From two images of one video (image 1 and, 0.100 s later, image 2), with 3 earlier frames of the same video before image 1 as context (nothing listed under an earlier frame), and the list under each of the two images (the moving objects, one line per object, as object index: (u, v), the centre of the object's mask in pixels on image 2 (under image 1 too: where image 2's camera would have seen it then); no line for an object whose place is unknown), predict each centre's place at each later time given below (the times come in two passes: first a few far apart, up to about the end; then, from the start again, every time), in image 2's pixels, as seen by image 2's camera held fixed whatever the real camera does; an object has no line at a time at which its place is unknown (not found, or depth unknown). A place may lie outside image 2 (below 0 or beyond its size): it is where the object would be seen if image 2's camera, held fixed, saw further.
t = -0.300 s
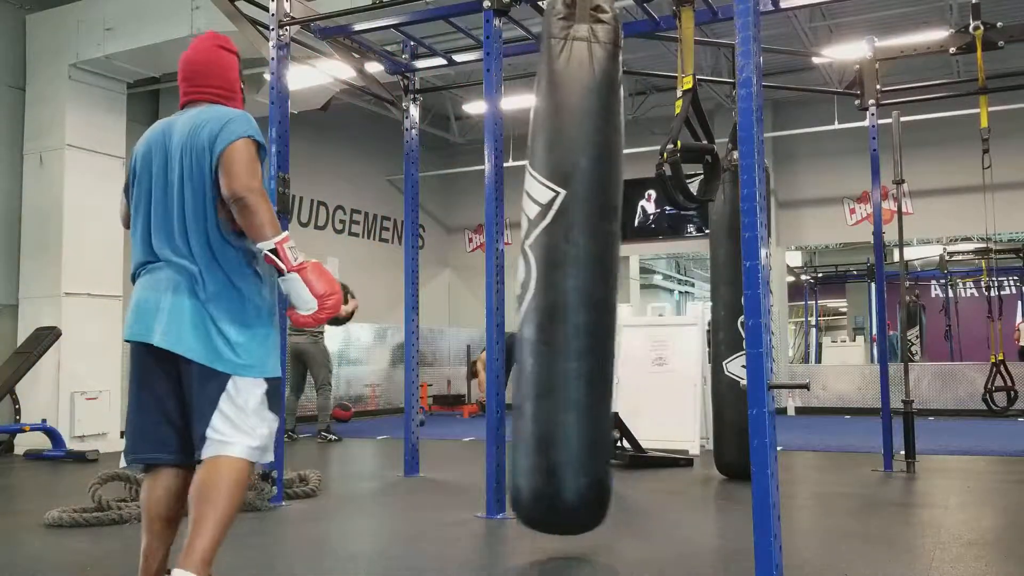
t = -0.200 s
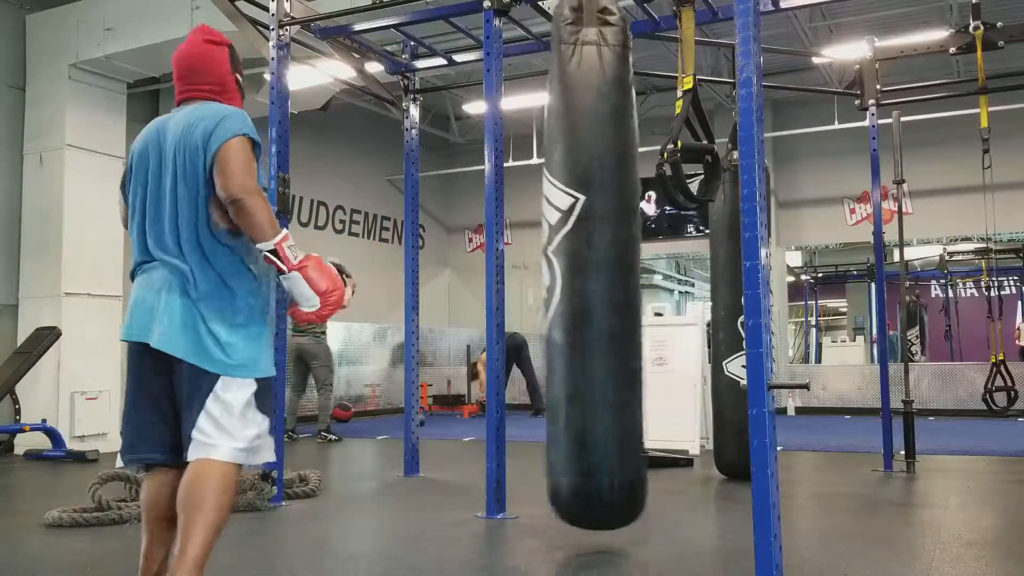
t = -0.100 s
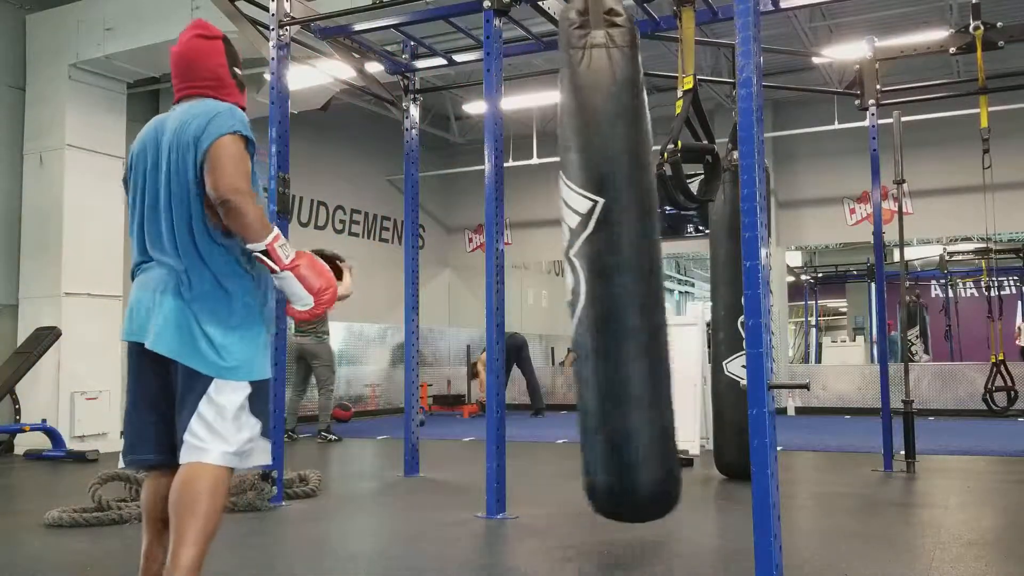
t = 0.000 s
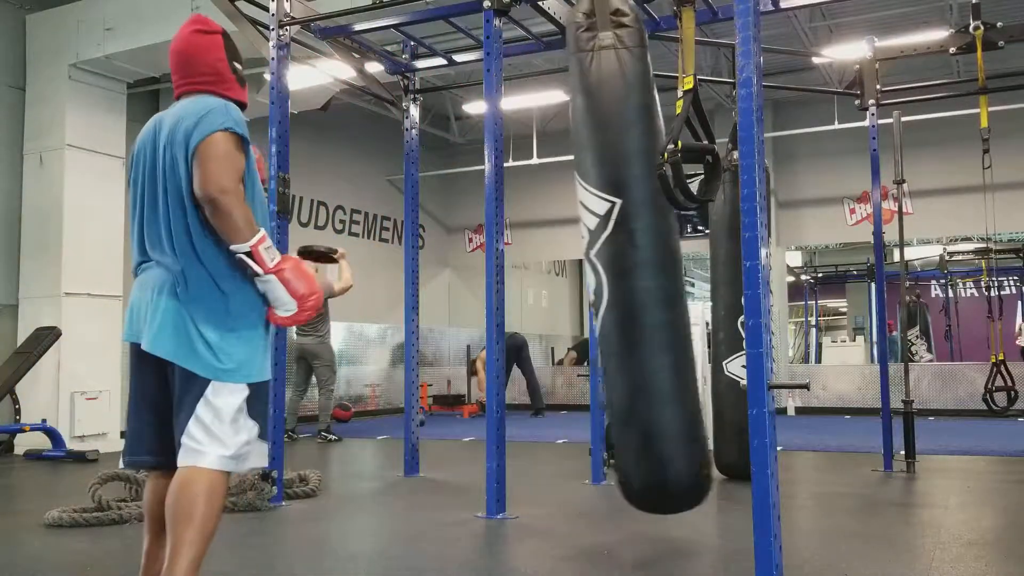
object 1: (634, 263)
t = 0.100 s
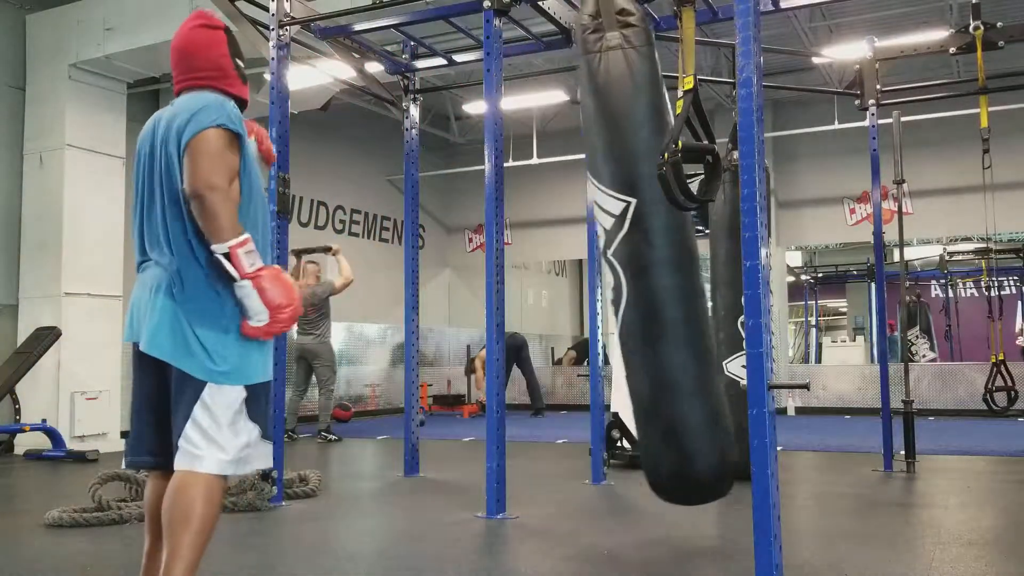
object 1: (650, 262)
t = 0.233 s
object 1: (665, 254)
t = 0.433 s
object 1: (671, 246)
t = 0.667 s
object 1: (666, 264)
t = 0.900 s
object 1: (632, 276)
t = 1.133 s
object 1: (576, 279)
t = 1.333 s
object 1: (527, 276)
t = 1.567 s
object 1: (490, 268)
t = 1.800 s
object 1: (488, 268)
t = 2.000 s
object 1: (514, 274)
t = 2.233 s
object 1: (566, 272)
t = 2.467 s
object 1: (618, 263)
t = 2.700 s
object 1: (659, 257)
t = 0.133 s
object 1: (655, 260)
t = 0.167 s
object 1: (660, 259)
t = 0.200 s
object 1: (662, 256)
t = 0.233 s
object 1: (665, 254)
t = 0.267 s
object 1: (666, 252)
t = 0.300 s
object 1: (668, 249)
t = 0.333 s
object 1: (669, 248)
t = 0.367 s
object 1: (670, 246)
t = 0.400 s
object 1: (670, 246)
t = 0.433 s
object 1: (671, 246)
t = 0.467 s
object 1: (671, 246)
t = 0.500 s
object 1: (671, 248)
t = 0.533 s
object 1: (670, 250)
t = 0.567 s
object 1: (670, 253)
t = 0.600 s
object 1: (669, 256)
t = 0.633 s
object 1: (667, 260)
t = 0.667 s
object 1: (666, 264)
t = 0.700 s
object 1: (663, 267)
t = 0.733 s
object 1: (660, 271)
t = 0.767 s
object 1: (654, 273)
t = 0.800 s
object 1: (650, 274)
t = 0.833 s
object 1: (645, 275)
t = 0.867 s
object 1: (639, 276)
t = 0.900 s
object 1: (632, 276)
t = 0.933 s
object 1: (624, 277)
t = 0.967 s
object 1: (617, 277)
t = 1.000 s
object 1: (609, 277)
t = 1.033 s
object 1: (601, 278)
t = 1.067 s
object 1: (593, 278)
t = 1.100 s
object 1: (584, 279)
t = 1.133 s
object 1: (576, 279)
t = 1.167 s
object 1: (568, 279)
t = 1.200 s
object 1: (559, 278)
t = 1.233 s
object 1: (551, 277)
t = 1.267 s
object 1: (542, 277)
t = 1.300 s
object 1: (534, 276)
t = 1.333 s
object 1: (527, 276)
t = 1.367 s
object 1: (520, 273)
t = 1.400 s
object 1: (513, 273)
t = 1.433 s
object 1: (507, 272)
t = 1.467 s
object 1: (502, 271)
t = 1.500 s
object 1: (497, 270)
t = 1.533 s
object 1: (493, 269)
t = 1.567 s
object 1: (490, 268)
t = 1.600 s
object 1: (488, 267)
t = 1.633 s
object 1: (485, 268)
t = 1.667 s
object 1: (485, 267)
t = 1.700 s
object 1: (485, 268)
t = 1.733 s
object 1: (485, 268)
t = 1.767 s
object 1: (486, 268)
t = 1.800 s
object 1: (488, 268)
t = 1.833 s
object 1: (491, 268)
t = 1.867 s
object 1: (494, 270)
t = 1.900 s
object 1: (498, 271)
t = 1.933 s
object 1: (503, 272)
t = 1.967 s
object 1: (509, 272)
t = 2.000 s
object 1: (514, 274)
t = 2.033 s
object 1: (521, 275)
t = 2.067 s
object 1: (528, 275)
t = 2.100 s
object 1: (535, 275)
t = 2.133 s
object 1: (542, 274)
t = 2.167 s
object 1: (550, 275)
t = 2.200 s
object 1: (557, 273)
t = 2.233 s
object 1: (566, 272)
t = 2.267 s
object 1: (574, 272)
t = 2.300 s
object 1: (581, 270)
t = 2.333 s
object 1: (589, 269)
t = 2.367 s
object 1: (597, 267)
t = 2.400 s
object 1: (605, 266)
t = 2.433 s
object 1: (612, 264)
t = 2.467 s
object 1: (618, 263)
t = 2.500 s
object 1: (625, 261)
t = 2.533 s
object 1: (632, 261)
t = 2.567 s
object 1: (638, 258)
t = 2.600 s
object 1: (643, 258)
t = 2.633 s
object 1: (650, 260)
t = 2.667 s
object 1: (653, 258)
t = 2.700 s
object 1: (659, 257)
